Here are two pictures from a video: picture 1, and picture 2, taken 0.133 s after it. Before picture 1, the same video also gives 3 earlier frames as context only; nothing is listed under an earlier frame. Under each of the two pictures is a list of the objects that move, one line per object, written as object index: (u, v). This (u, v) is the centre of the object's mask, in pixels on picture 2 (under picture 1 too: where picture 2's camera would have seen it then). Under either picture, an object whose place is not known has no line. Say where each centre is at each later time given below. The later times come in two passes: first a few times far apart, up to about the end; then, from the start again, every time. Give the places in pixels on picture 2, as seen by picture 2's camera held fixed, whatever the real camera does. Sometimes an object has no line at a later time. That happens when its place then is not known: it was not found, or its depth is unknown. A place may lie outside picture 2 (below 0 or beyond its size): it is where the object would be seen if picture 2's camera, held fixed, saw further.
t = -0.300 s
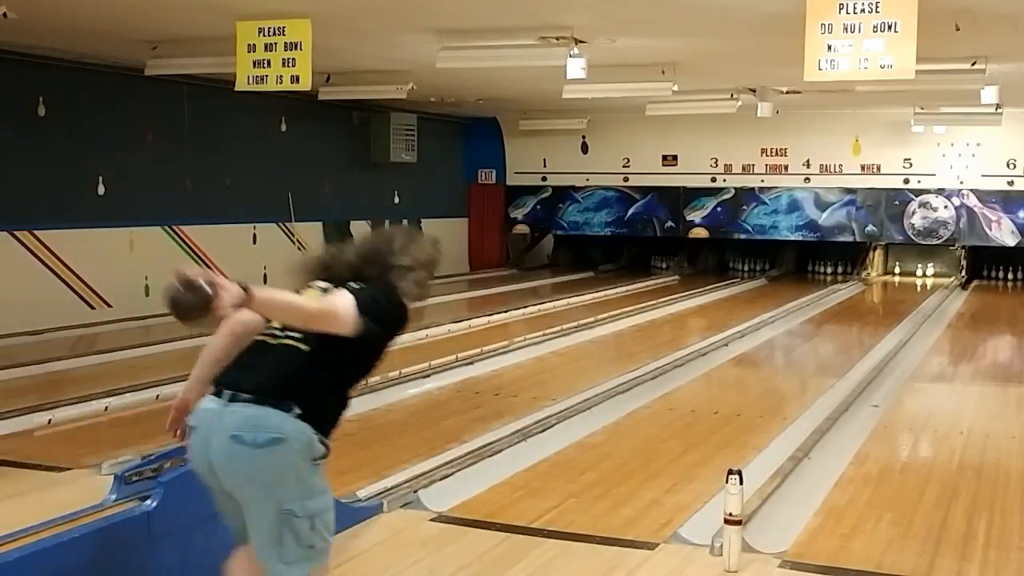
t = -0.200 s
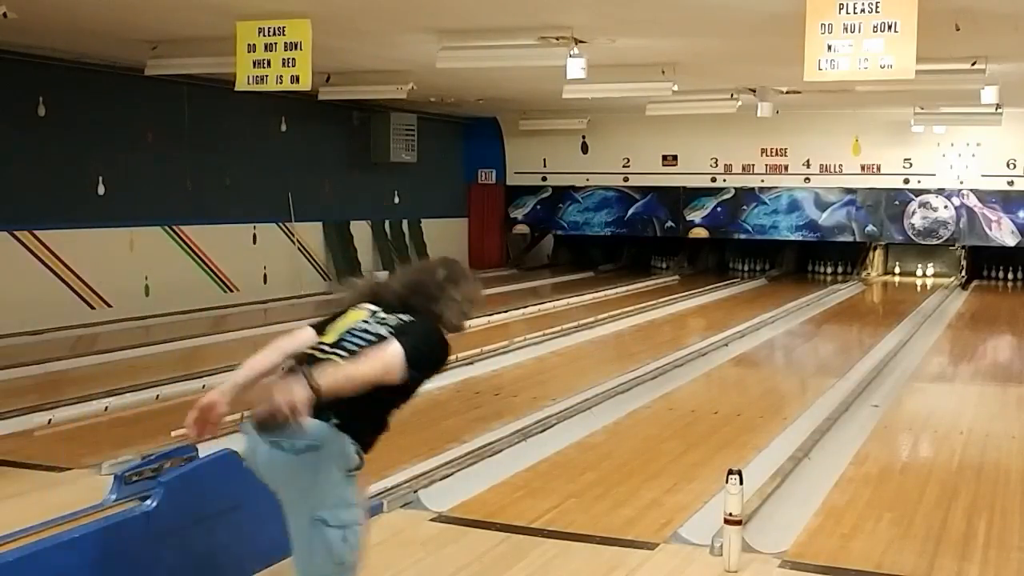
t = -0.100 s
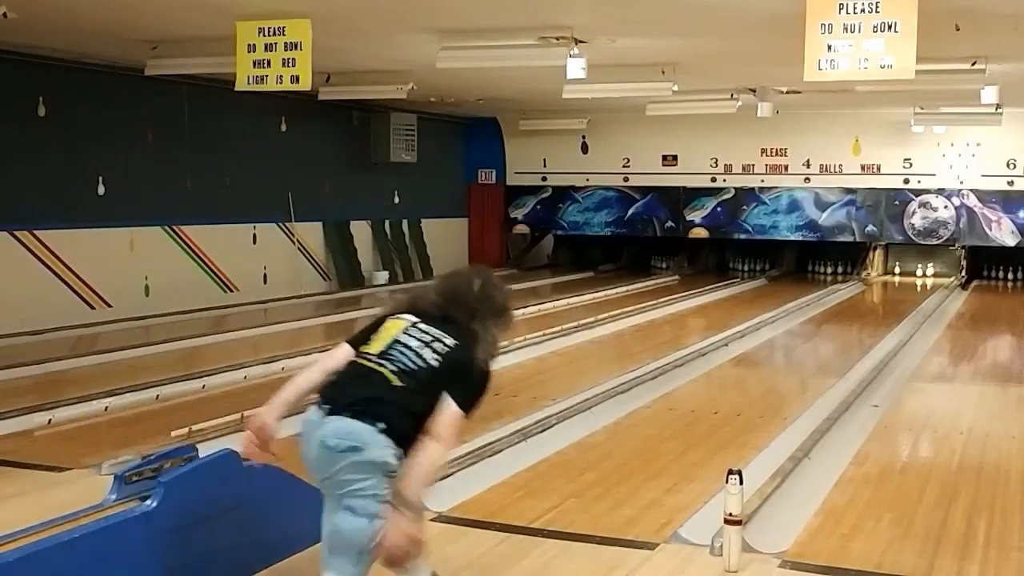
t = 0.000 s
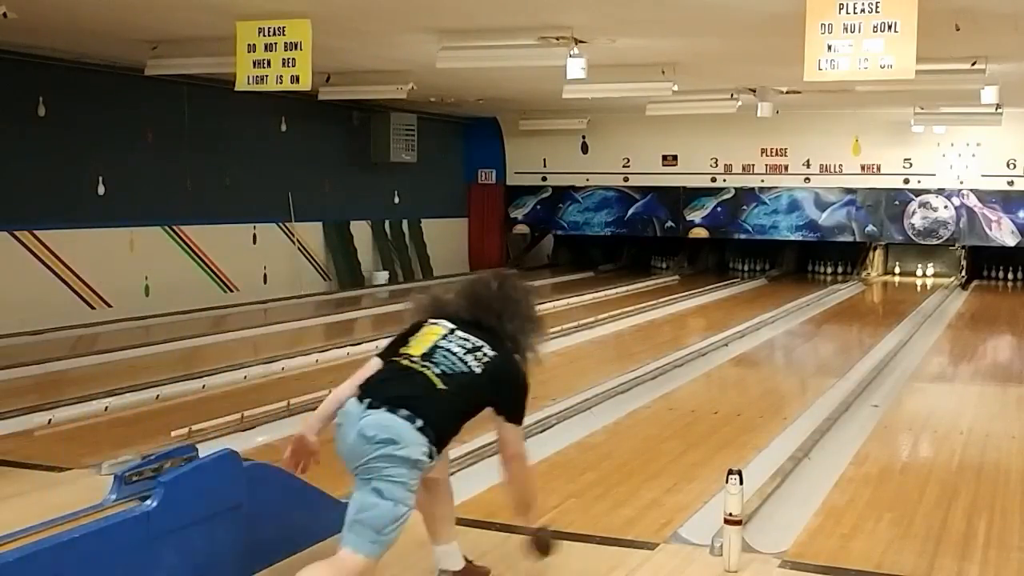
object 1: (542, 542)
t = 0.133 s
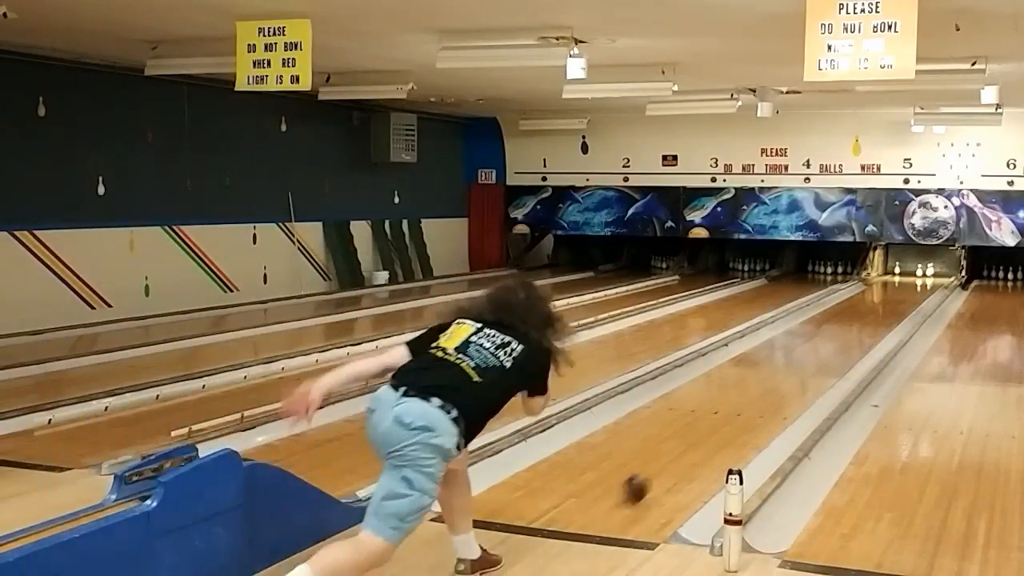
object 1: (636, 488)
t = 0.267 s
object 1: (714, 430)
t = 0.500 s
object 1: (793, 370)
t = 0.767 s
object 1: (843, 333)
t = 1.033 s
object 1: (873, 309)
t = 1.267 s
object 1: (890, 295)
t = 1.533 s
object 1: (904, 284)
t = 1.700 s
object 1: (912, 278)
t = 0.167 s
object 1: (658, 471)
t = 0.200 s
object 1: (679, 456)
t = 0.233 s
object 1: (697, 442)
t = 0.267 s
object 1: (714, 430)
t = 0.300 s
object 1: (729, 418)
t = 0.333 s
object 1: (742, 409)
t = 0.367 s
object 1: (754, 399)
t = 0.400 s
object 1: (766, 391)
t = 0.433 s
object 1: (776, 383)
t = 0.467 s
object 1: (784, 376)
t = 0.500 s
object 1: (793, 370)
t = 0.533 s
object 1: (801, 364)
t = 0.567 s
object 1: (808, 359)
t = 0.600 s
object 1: (815, 354)
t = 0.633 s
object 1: (822, 349)
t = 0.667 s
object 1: (827, 344)
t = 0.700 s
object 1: (833, 340)
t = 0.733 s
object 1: (838, 336)
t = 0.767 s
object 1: (843, 333)
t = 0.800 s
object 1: (848, 329)
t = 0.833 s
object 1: (852, 326)
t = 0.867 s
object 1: (856, 323)
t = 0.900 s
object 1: (859, 320)
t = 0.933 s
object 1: (863, 317)
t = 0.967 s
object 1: (867, 314)
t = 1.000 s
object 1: (870, 312)
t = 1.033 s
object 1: (873, 309)
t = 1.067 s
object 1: (876, 307)
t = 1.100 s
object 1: (878, 304)
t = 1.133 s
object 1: (881, 302)
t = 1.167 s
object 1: (884, 301)
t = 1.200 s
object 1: (886, 299)
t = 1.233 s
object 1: (888, 297)
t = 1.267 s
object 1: (890, 295)
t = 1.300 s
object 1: (893, 293)
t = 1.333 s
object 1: (895, 292)
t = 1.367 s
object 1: (896, 290)
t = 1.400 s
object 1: (898, 289)
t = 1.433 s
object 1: (900, 288)
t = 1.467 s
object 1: (901, 286)
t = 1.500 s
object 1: (903, 285)
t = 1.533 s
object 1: (904, 284)
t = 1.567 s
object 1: (906, 284)
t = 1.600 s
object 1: (908, 282)
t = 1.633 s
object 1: (909, 280)
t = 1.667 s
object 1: (911, 280)
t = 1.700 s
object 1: (912, 278)
